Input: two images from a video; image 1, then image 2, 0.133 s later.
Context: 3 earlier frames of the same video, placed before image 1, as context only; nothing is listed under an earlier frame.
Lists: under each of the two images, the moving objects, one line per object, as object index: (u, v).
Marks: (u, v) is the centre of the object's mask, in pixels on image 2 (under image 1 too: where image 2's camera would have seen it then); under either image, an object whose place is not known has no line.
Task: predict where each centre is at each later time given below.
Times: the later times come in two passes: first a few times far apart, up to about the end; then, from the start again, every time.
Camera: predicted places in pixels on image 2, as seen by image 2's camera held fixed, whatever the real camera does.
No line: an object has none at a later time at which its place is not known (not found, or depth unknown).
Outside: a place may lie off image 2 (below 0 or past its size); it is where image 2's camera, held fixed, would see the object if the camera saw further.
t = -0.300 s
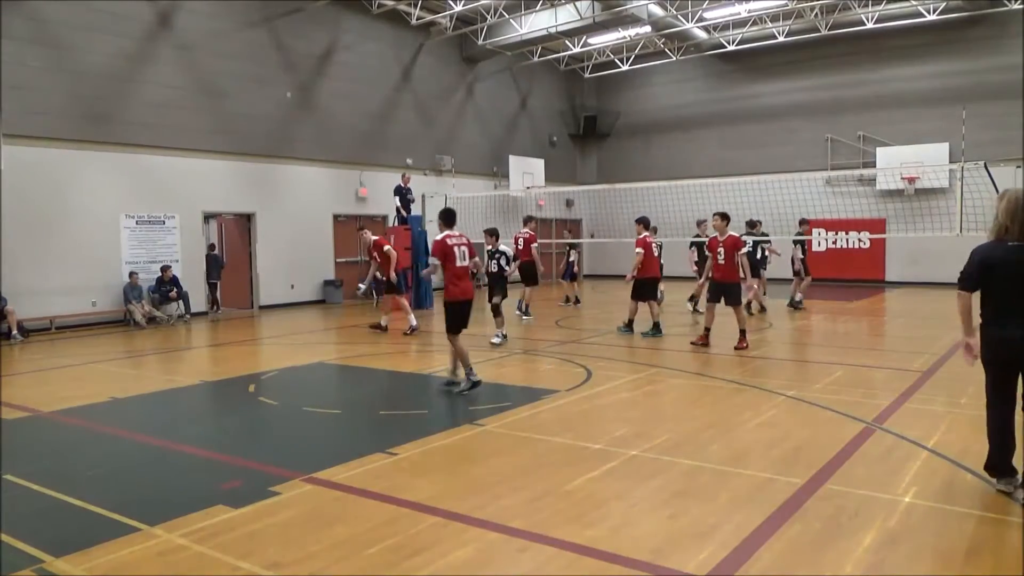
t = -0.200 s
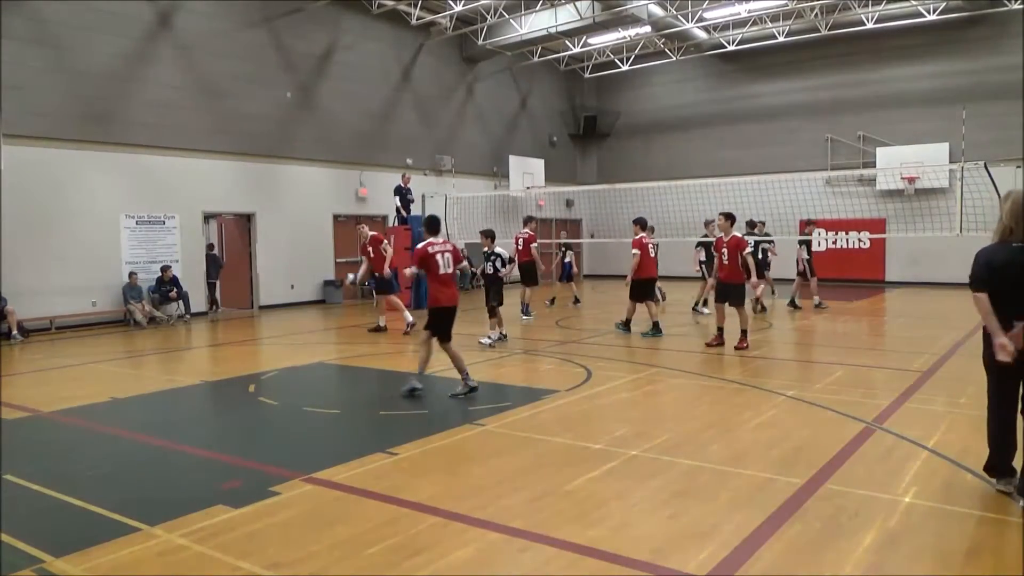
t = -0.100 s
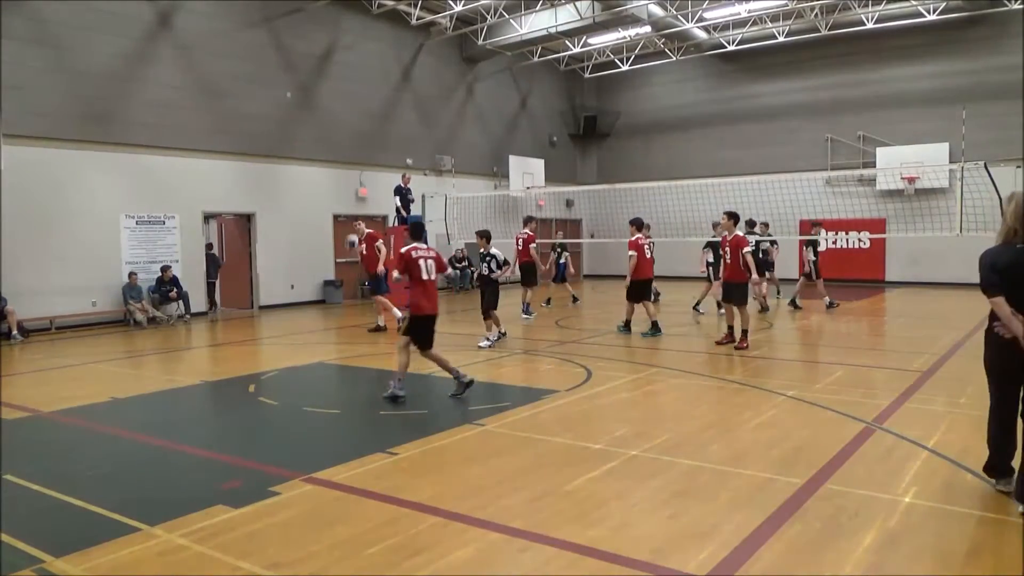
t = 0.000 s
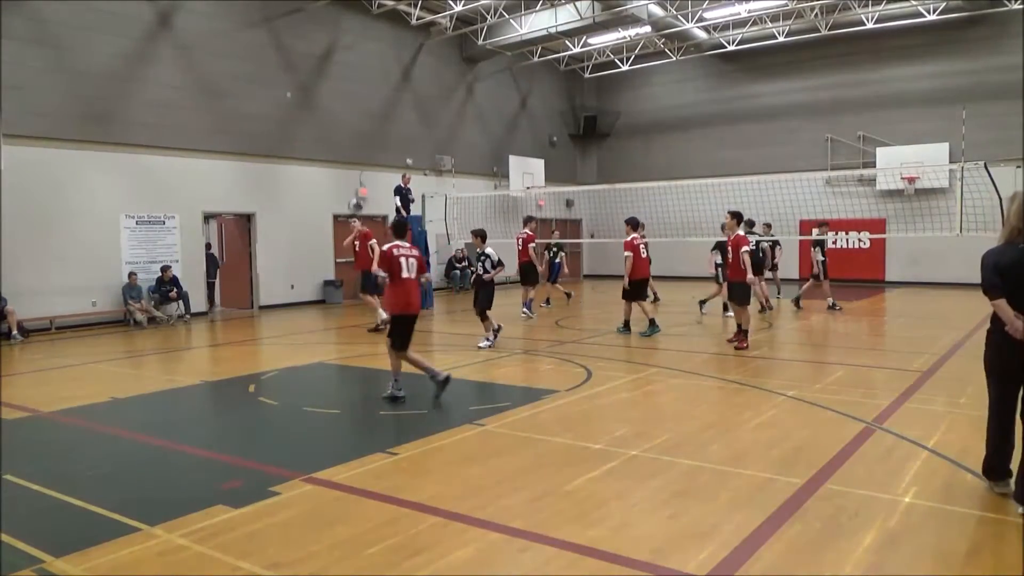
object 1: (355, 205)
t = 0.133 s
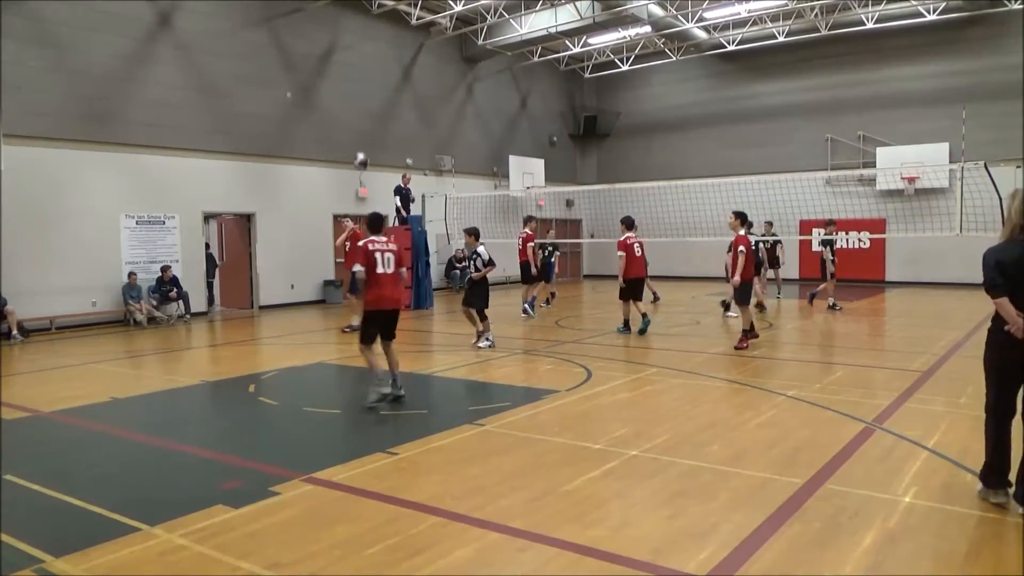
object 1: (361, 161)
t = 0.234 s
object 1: (365, 132)
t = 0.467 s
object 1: (379, 94)
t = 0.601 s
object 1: (390, 90)
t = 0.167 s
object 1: (362, 151)
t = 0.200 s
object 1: (364, 141)
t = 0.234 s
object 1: (365, 132)
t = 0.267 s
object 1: (366, 126)
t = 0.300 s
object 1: (369, 119)
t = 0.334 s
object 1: (372, 111)
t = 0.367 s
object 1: (373, 105)
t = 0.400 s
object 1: (375, 101)
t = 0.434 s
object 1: (377, 97)
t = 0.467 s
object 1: (379, 94)
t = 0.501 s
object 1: (381, 90)
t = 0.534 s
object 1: (384, 89)
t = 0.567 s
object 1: (386, 89)
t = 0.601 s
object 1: (390, 90)
